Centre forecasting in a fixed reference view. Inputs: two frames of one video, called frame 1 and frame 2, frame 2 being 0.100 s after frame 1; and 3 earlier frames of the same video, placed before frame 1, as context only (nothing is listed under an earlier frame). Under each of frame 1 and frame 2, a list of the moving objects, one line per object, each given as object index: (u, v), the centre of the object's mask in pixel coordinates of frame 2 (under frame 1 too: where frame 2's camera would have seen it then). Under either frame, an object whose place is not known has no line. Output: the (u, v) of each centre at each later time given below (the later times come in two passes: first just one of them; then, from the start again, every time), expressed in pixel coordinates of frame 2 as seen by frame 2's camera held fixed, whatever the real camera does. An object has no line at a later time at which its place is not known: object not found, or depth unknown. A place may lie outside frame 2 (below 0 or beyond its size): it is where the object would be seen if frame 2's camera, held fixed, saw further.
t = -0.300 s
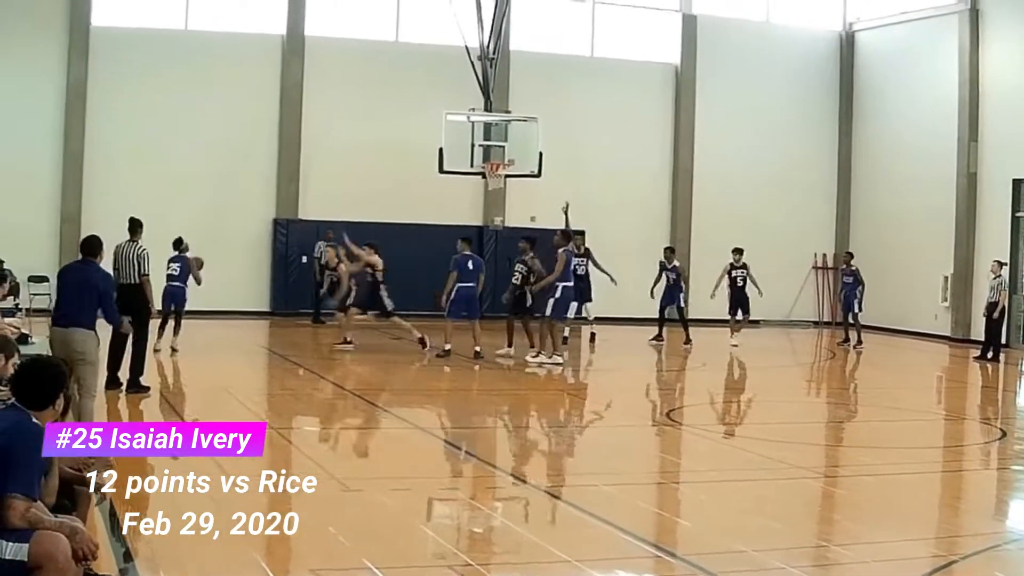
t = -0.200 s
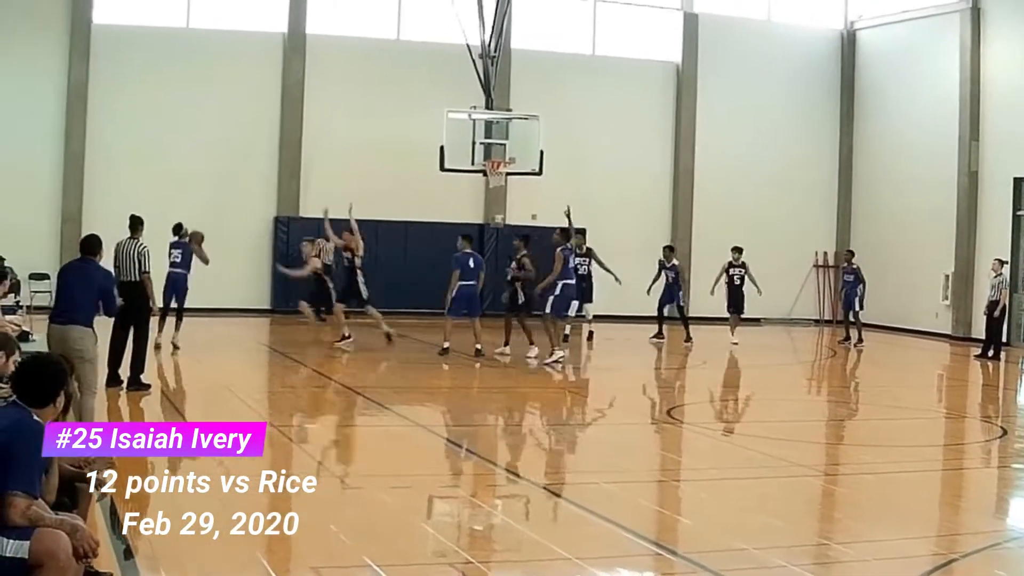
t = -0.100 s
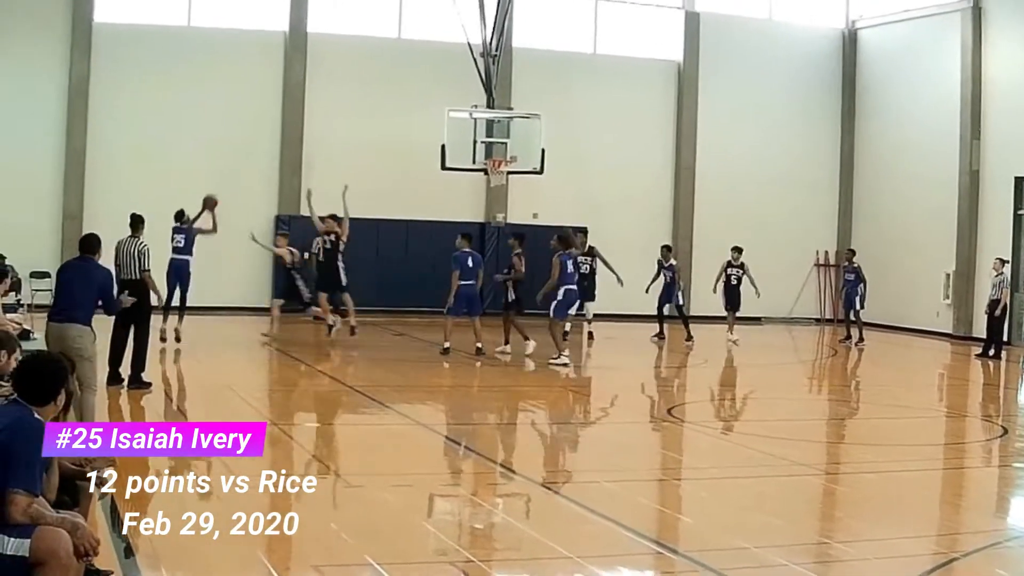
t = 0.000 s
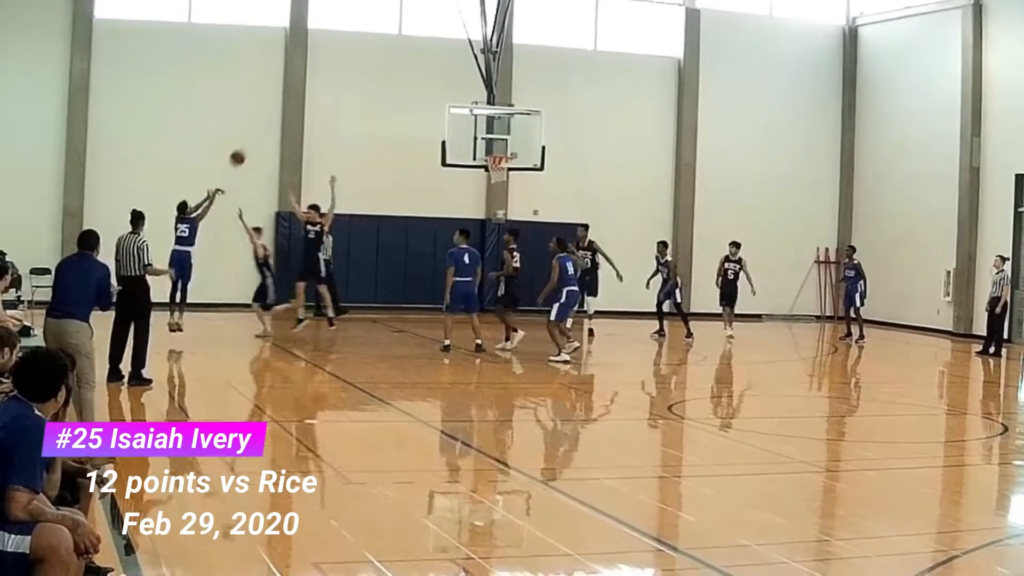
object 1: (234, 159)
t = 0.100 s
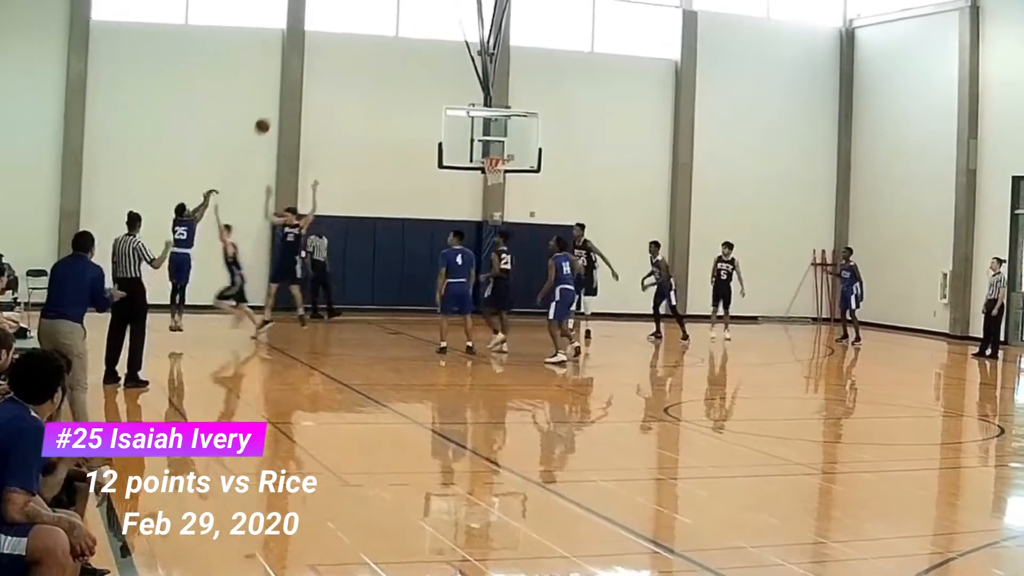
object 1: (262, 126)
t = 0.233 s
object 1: (297, 94)
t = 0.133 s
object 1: (271, 116)
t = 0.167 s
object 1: (280, 108)
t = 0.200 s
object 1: (288, 101)
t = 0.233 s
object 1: (297, 94)
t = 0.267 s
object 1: (305, 86)
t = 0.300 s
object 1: (313, 81)
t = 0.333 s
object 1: (322, 76)
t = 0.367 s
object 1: (329, 72)
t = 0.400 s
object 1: (338, 68)
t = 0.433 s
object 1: (346, 66)
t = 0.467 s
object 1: (353, 65)
